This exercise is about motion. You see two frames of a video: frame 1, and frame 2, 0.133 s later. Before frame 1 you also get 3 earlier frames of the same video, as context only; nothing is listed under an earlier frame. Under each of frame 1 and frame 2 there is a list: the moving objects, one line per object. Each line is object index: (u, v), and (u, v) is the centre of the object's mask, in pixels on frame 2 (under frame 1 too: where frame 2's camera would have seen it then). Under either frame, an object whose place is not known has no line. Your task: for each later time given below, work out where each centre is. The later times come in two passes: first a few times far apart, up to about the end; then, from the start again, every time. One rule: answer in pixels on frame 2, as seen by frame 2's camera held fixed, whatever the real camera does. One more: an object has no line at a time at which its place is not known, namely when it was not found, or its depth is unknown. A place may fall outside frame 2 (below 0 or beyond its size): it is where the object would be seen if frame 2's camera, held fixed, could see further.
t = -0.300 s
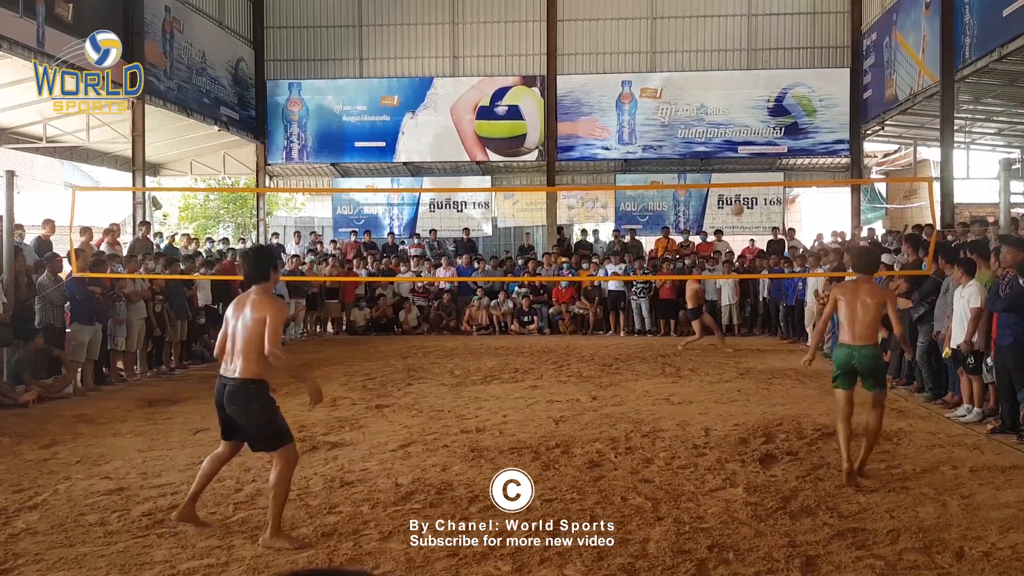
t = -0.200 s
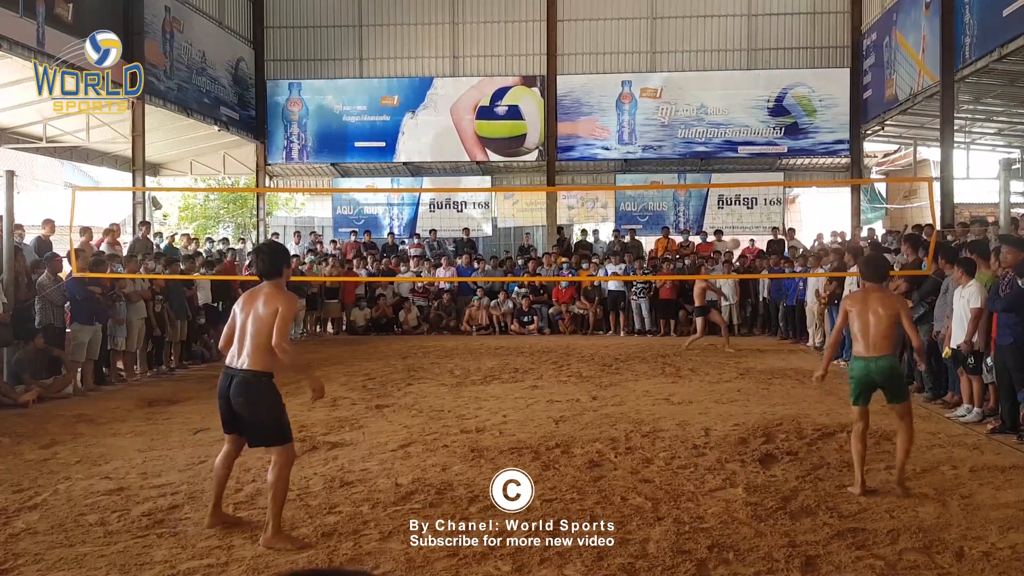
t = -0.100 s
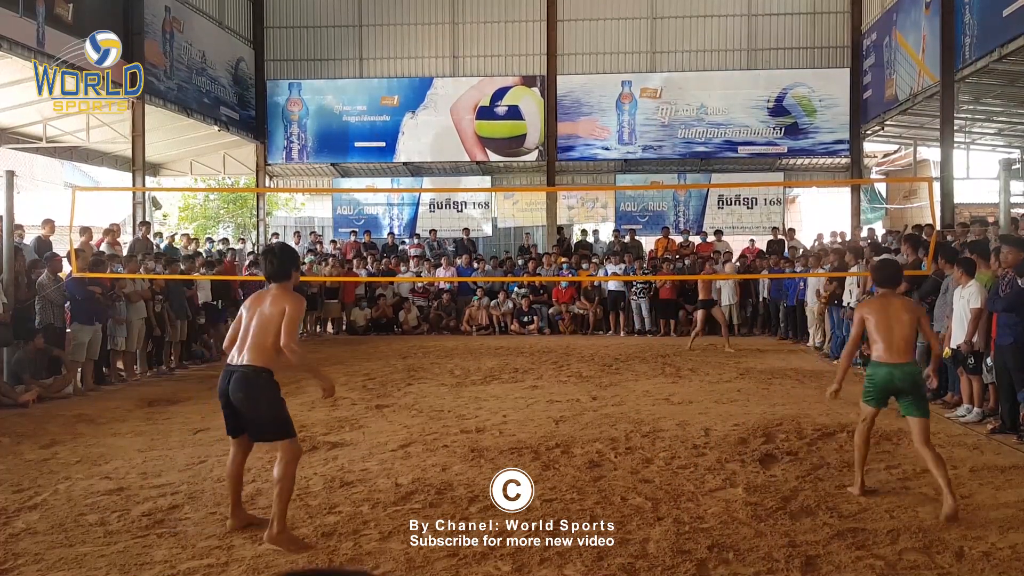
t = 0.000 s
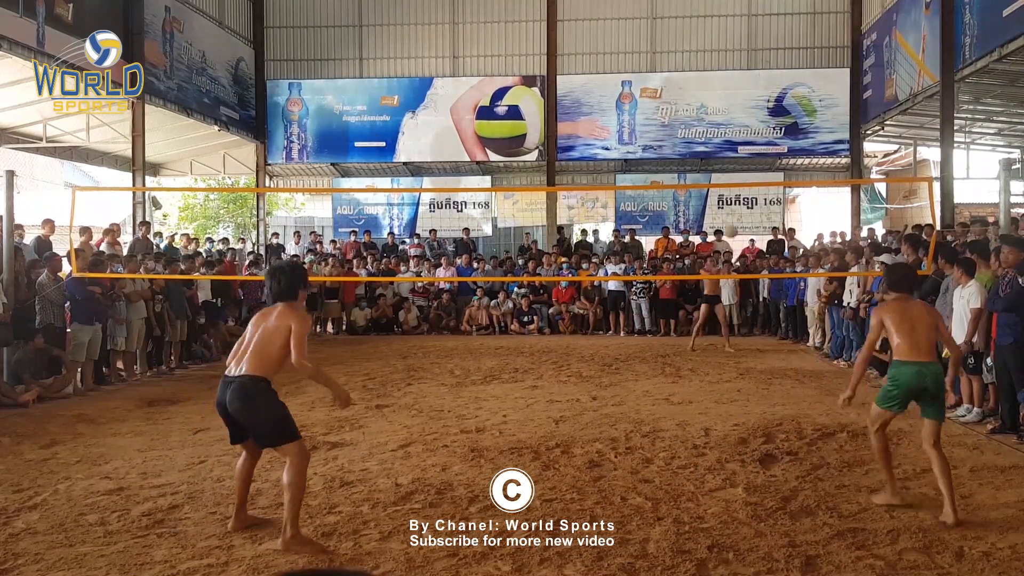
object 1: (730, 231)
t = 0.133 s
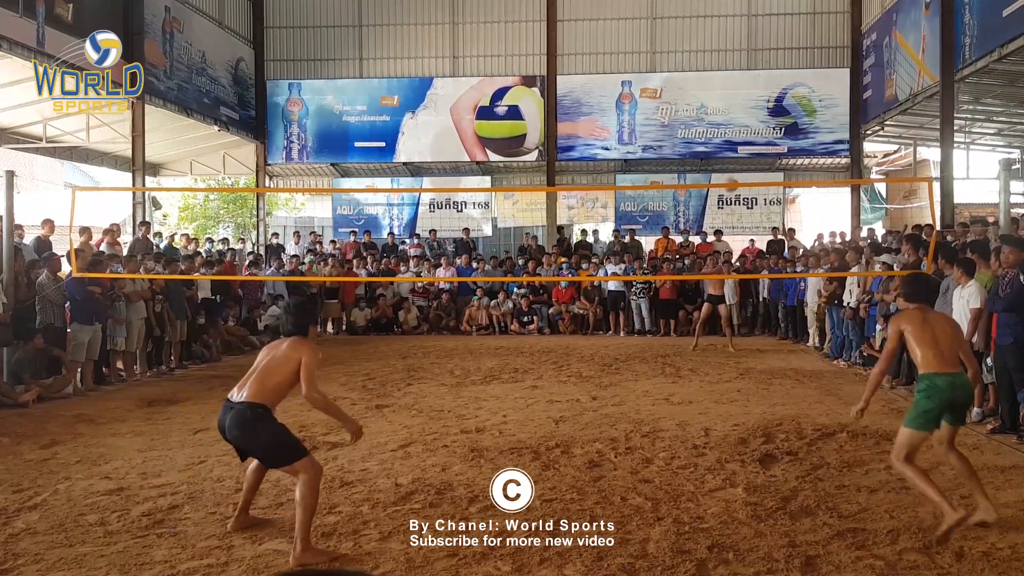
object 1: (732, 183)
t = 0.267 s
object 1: (731, 141)
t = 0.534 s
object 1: (725, 69)
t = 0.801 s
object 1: (716, 37)
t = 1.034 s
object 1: (689, 89)
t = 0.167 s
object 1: (731, 172)
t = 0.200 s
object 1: (730, 162)
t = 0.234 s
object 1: (730, 151)
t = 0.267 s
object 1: (731, 141)
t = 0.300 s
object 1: (731, 130)
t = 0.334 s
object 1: (730, 120)
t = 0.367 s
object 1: (729, 111)
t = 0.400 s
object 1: (728, 101)
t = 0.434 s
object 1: (728, 92)
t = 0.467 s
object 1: (727, 84)
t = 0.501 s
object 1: (726, 77)
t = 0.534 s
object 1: (725, 69)
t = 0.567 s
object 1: (725, 62)
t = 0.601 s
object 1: (724, 56)
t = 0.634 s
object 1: (723, 50)
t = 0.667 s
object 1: (722, 46)
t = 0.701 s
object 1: (721, 41)
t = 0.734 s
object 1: (720, 39)
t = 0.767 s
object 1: (719, 37)
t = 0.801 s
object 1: (716, 37)
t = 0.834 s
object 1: (714, 38)
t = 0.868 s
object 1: (711, 40)
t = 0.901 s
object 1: (708, 45)
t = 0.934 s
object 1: (704, 52)
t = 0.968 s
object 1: (700, 61)
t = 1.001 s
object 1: (694, 74)
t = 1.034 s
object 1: (689, 89)
